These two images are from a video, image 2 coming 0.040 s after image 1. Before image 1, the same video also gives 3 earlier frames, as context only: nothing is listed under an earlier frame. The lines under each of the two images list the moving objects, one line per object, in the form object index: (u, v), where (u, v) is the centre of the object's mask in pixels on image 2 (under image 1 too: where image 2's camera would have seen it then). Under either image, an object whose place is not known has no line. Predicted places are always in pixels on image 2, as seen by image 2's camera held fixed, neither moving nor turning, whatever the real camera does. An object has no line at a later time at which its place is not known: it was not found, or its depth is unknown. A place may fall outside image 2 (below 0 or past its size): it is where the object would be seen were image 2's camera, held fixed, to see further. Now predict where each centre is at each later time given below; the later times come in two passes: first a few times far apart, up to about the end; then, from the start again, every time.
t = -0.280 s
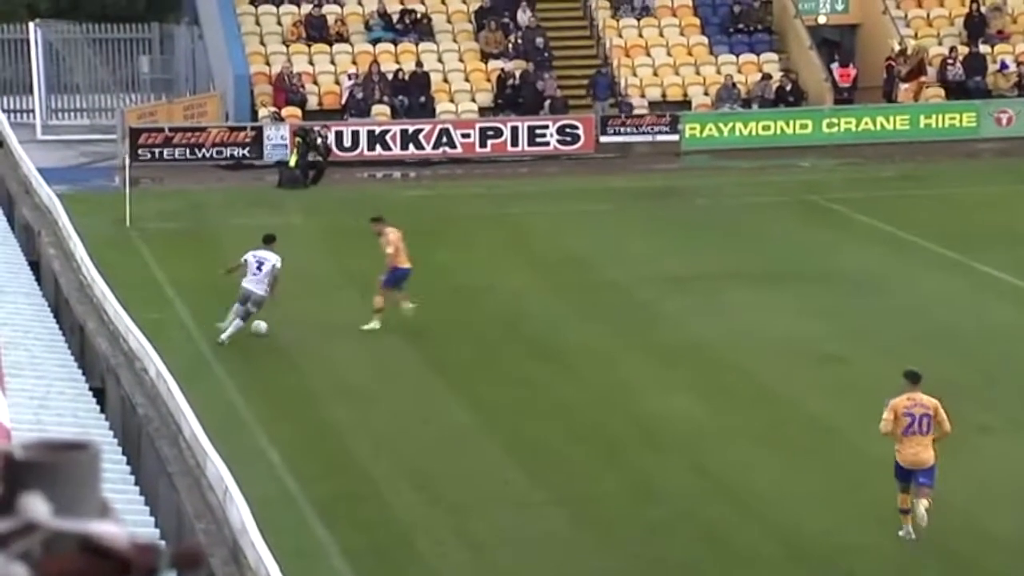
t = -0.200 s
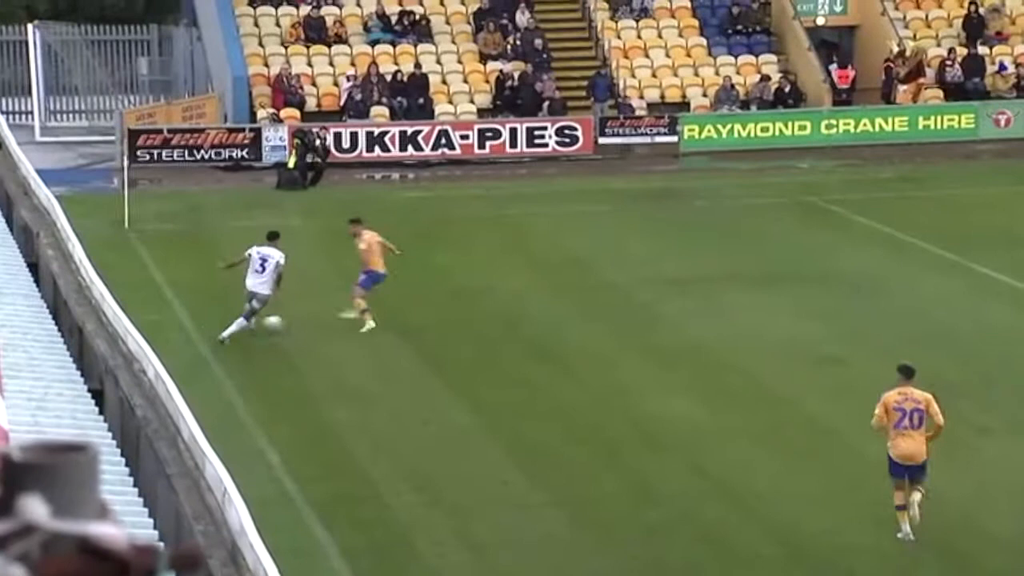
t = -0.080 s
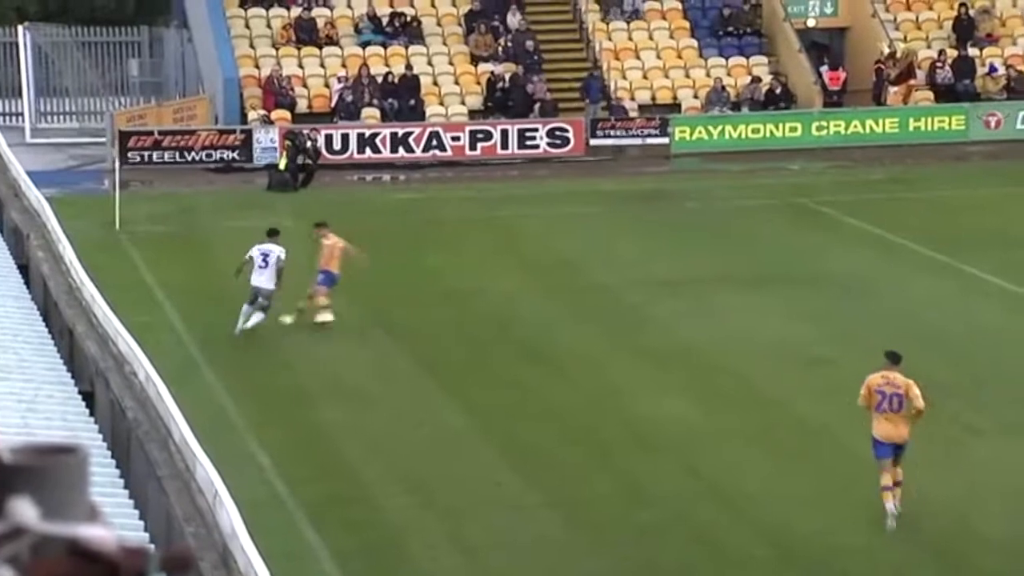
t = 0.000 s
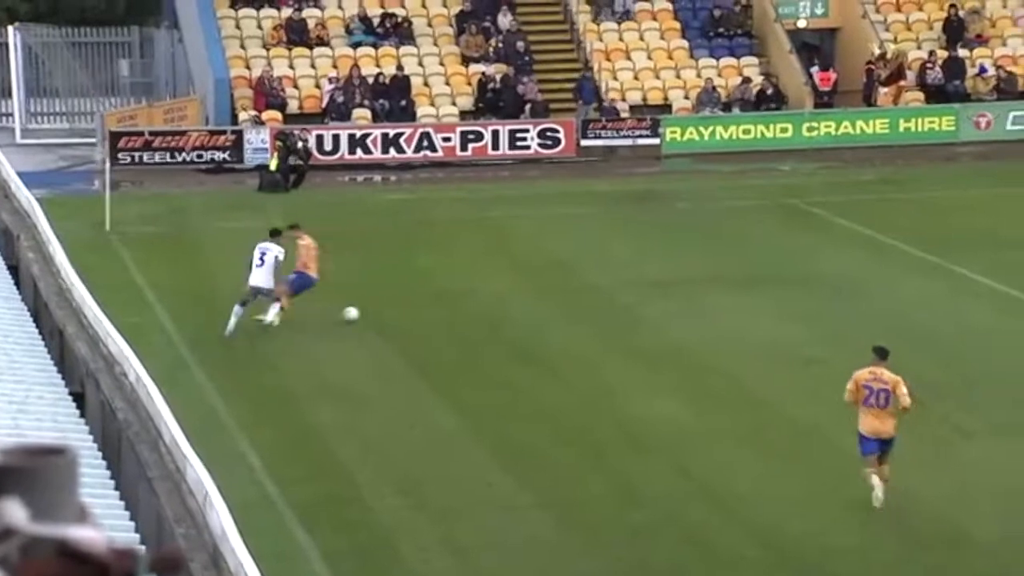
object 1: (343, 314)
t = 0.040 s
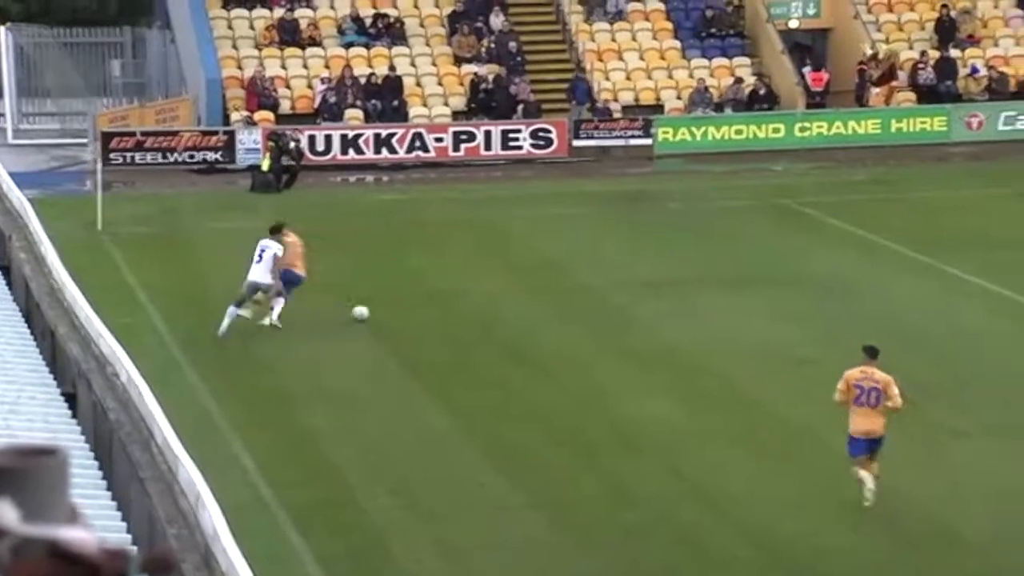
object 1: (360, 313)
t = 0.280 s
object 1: (446, 301)
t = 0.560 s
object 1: (515, 291)
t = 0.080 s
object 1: (377, 311)
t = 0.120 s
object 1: (392, 308)
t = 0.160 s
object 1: (407, 307)
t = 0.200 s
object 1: (421, 305)
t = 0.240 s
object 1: (434, 303)
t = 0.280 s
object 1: (446, 301)
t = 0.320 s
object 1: (457, 299)
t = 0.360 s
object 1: (469, 298)
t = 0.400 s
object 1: (478, 296)
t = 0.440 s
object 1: (488, 295)
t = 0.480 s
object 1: (497, 294)
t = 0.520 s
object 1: (507, 292)
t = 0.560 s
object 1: (515, 291)
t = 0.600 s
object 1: (523, 289)
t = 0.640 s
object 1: (531, 288)
